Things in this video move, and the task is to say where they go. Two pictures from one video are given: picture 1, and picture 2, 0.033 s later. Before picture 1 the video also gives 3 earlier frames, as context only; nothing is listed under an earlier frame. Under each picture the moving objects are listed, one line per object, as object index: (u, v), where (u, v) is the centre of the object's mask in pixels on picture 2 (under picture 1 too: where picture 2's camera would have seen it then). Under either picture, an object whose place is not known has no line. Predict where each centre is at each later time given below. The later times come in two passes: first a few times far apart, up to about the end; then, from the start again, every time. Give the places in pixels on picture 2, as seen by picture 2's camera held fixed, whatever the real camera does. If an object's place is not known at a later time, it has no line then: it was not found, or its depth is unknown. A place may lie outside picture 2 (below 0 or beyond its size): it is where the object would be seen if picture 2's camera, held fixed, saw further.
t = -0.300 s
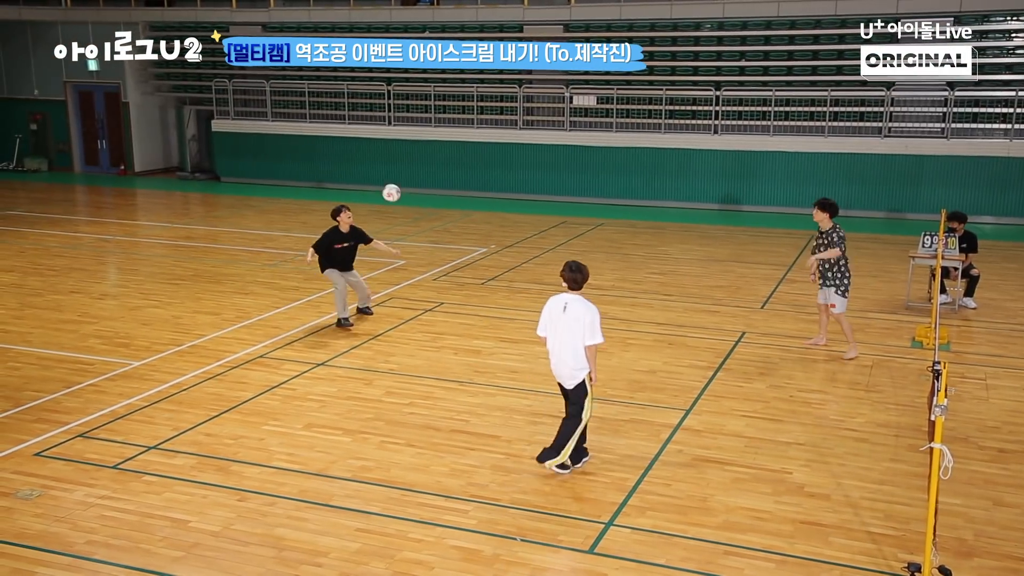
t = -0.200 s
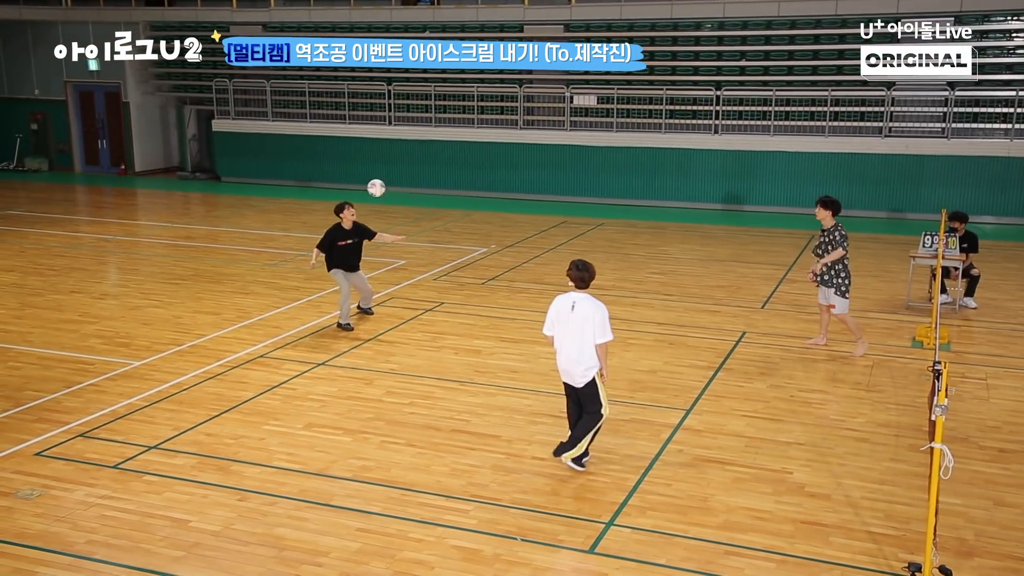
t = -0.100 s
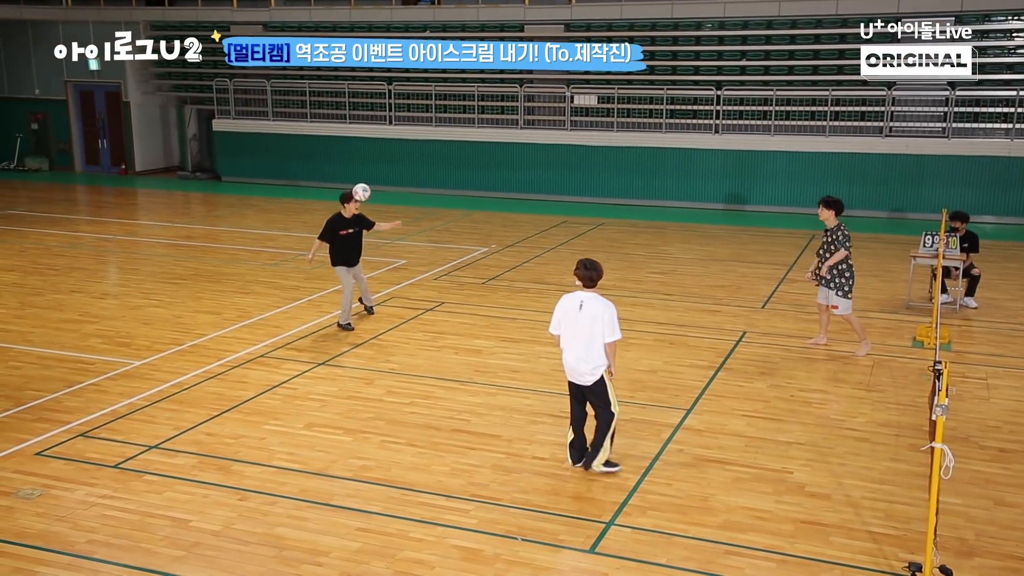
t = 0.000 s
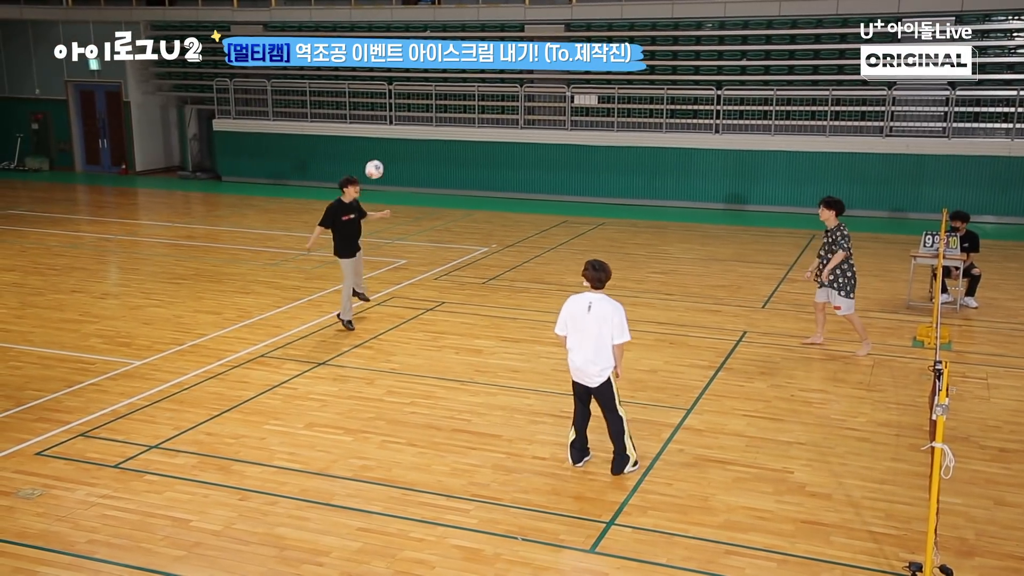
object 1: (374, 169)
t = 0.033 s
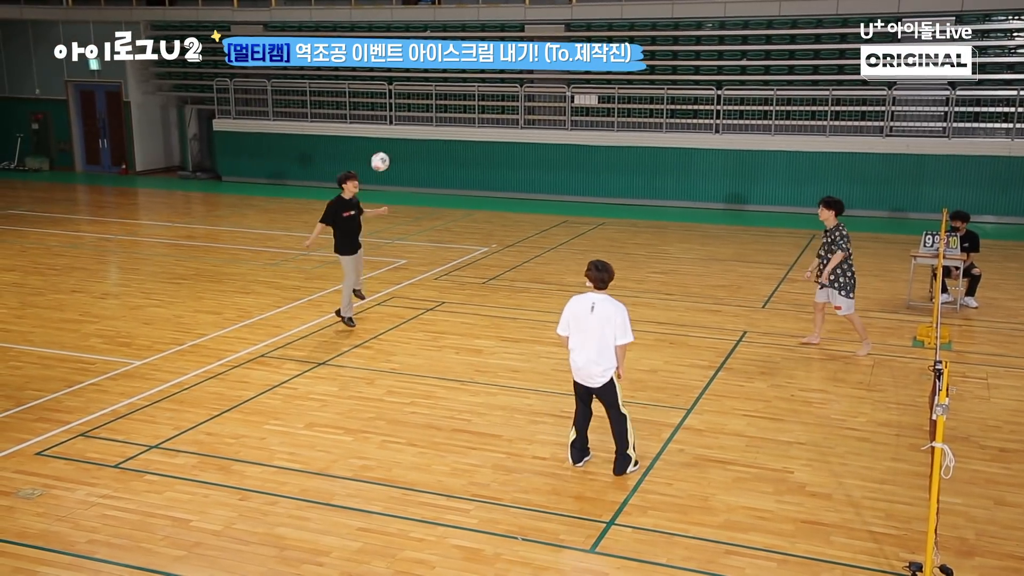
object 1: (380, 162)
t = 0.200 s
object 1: (410, 137)
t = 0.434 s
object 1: (456, 143)
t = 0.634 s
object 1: (499, 192)
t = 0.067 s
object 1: (386, 155)
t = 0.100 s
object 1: (392, 149)
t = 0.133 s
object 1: (398, 144)
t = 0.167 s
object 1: (404, 140)
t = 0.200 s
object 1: (410, 137)
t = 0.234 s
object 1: (417, 135)
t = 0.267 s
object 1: (423, 133)
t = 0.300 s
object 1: (429, 133)
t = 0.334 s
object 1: (436, 134)
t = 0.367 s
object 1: (443, 136)
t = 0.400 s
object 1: (450, 139)
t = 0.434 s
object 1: (456, 143)
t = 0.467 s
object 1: (463, 148)
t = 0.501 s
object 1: (470, 154)
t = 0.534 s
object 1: (478, 162)
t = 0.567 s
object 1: (485, 171)
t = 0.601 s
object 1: (492, 181)
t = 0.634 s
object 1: (499, 192)
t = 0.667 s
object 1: (506, 204)
